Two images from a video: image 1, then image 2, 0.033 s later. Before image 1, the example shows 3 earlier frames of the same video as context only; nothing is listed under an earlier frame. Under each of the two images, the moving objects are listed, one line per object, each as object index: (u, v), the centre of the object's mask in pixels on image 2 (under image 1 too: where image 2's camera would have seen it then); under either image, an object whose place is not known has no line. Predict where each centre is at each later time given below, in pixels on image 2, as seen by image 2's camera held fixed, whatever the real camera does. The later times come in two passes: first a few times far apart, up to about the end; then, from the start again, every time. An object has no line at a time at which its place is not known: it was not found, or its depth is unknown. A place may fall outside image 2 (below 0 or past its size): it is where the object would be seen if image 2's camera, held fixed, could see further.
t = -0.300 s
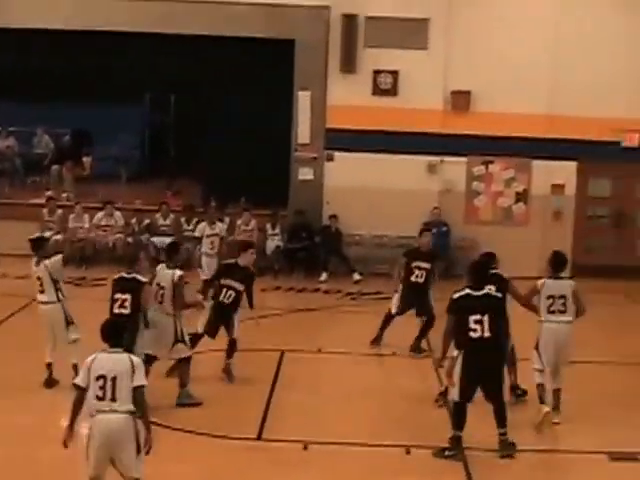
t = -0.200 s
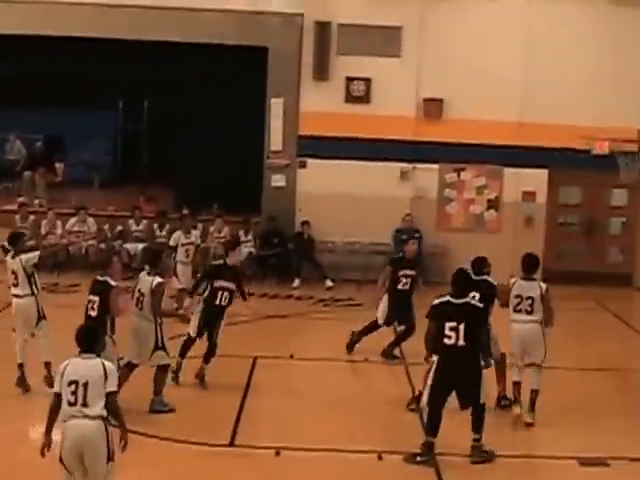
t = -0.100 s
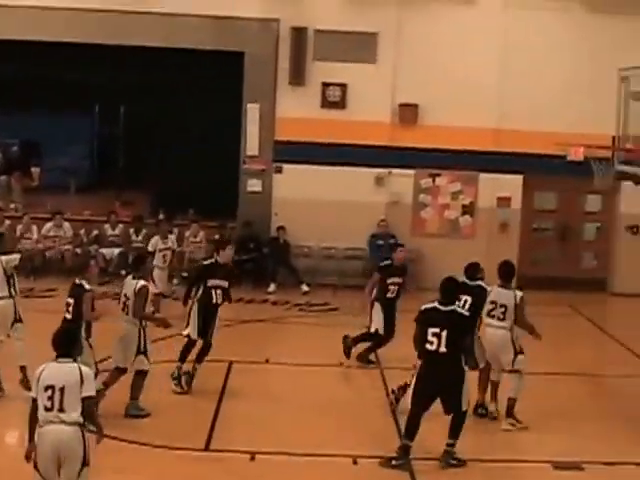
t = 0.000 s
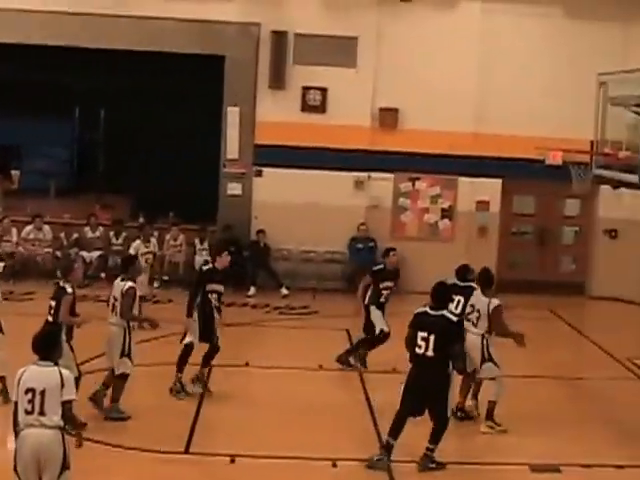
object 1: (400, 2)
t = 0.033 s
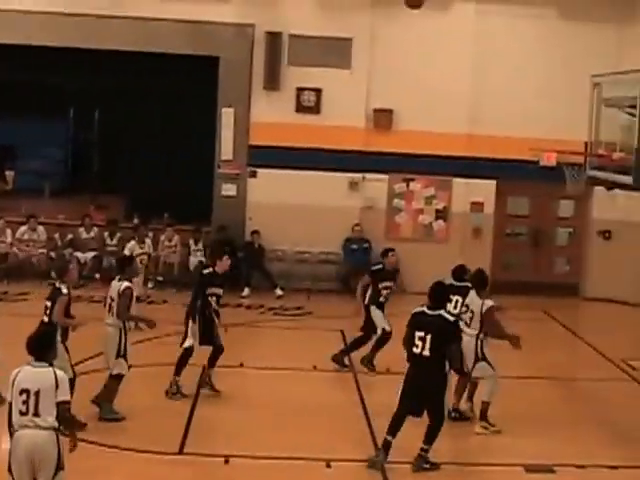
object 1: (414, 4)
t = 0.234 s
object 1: (492, 52)
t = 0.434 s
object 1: (561, 137)
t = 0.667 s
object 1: (592, 99)
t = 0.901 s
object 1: (550, 91)
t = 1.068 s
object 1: (518, 115)
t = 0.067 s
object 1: (428, 6)
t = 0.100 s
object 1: (441, 12)
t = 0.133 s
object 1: (454, 21)
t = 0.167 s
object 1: (466, 30)
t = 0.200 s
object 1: (479, 41)
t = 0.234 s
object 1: (492, 52)
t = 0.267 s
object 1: (503, 64)
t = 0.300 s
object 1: (515, 78)
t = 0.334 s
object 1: (528, 91)
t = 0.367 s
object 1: (539, 106)
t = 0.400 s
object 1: (550, 121)
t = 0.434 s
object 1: (561, 137)
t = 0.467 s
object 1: (570, 137)
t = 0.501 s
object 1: (579, 128)
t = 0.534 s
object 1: (587, 121)
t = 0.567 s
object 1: (595, 115)
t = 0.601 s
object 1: (604, 109)
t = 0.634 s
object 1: (599, 104)
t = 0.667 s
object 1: (592, 99)
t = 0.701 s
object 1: (586, 95)
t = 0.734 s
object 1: (580, 92)
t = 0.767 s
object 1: (573, 91)
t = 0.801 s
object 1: (569, 88)
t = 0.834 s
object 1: (563, 88)
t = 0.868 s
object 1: (556, 89)
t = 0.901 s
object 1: (550, 91)
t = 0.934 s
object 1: (543, 94)
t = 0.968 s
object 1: (537, 98)
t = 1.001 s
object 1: (531, 102)
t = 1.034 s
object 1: (524, 108)
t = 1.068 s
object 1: (518, 115)
